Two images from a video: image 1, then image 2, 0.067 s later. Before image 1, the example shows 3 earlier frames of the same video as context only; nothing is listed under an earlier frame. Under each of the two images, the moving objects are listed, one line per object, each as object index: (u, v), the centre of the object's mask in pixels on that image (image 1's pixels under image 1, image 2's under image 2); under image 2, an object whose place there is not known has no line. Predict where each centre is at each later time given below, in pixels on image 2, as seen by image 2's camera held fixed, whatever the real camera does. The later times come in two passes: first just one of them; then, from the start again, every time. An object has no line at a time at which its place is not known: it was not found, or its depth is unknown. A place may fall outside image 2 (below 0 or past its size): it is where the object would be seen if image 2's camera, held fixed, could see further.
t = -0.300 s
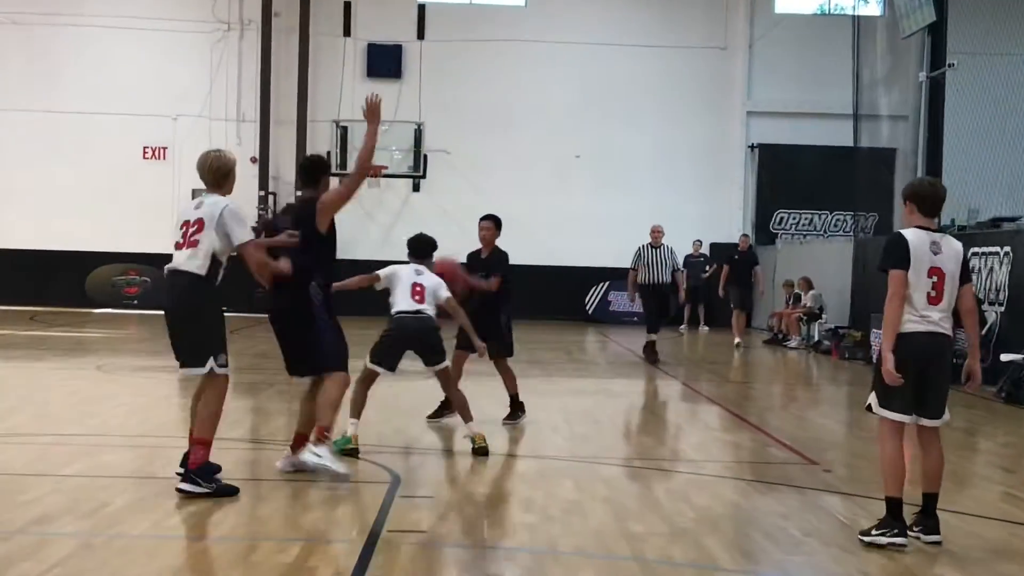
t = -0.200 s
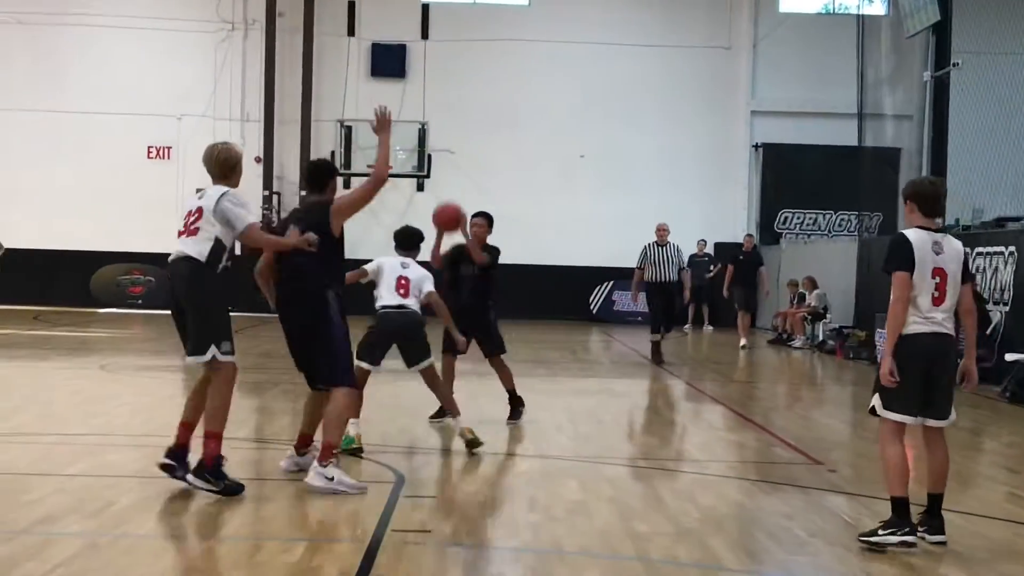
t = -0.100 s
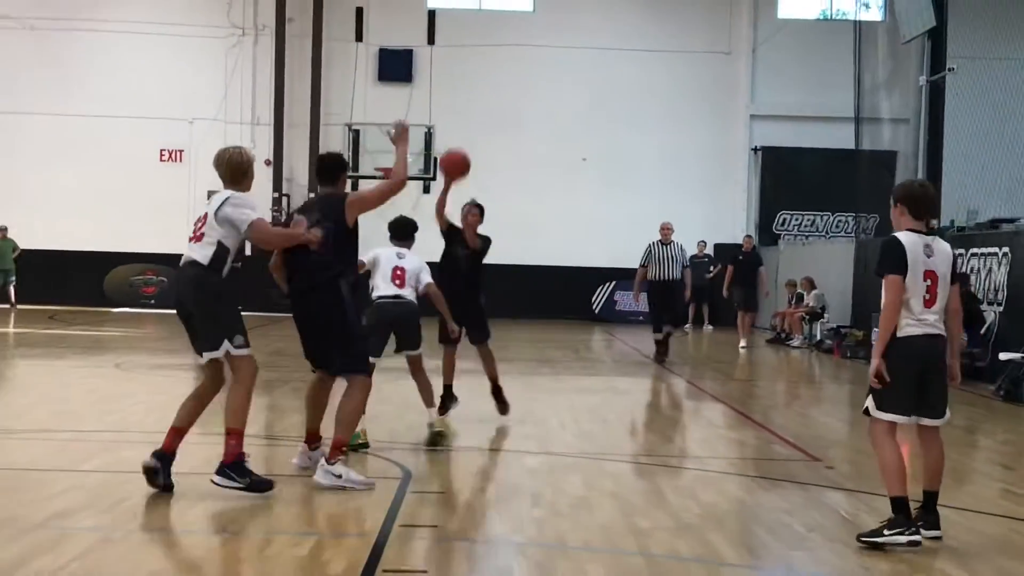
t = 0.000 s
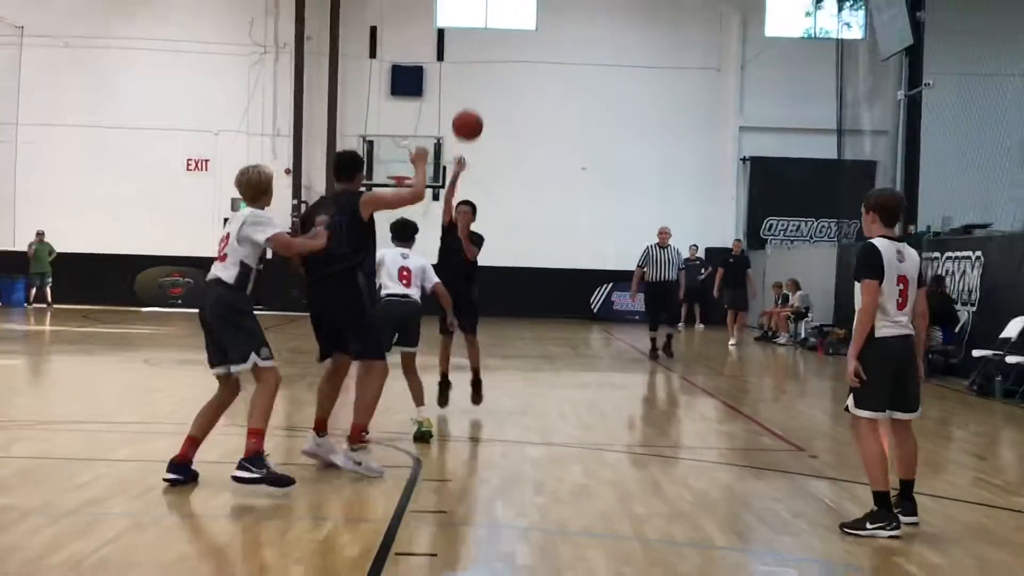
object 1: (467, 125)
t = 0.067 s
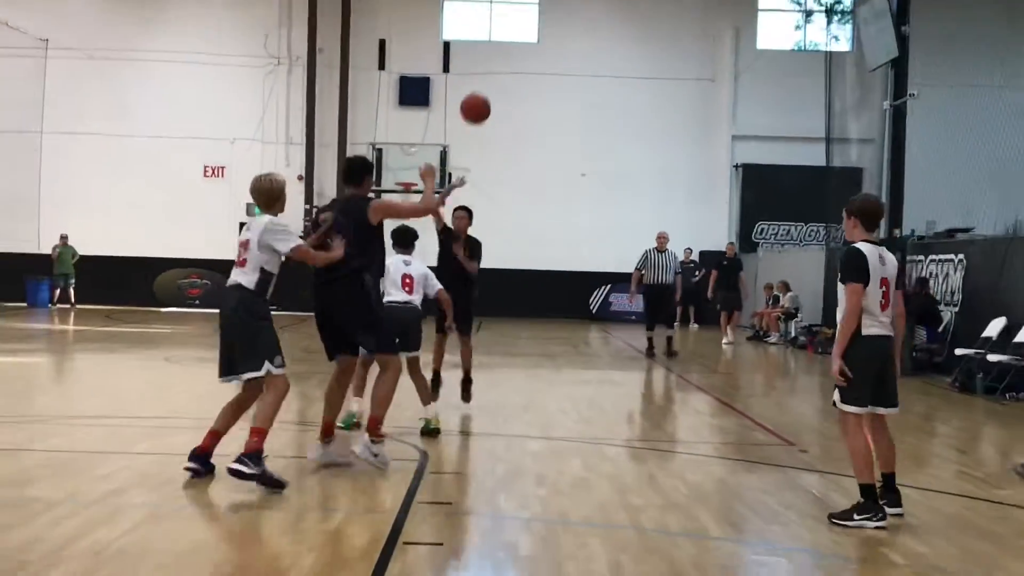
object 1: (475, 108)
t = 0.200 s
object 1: (484, 78)
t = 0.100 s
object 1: (477, 98)
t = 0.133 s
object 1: (480, 90)
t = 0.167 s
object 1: (482, 84)
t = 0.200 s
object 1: (484, 78)
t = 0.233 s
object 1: (486, 73)
